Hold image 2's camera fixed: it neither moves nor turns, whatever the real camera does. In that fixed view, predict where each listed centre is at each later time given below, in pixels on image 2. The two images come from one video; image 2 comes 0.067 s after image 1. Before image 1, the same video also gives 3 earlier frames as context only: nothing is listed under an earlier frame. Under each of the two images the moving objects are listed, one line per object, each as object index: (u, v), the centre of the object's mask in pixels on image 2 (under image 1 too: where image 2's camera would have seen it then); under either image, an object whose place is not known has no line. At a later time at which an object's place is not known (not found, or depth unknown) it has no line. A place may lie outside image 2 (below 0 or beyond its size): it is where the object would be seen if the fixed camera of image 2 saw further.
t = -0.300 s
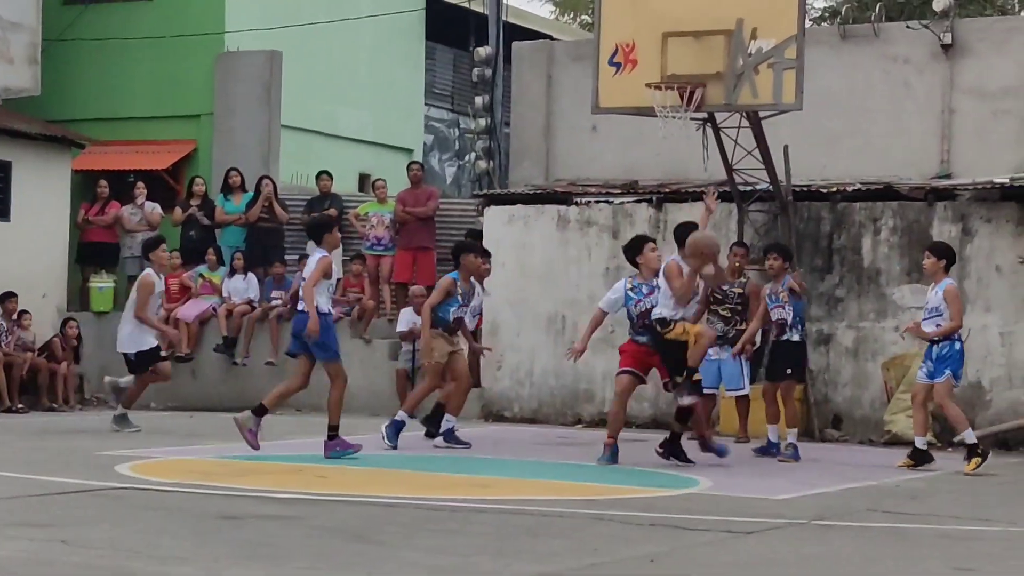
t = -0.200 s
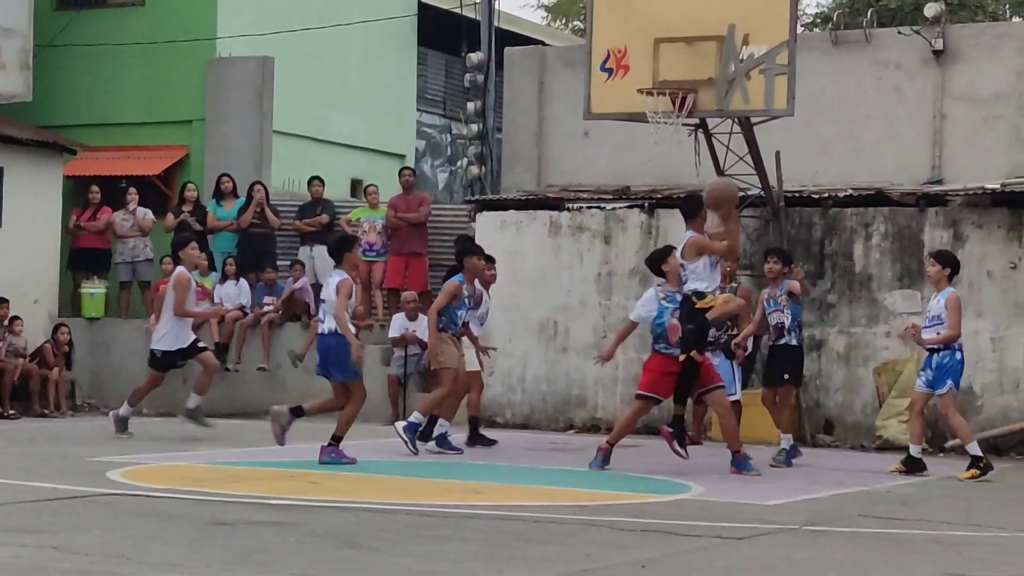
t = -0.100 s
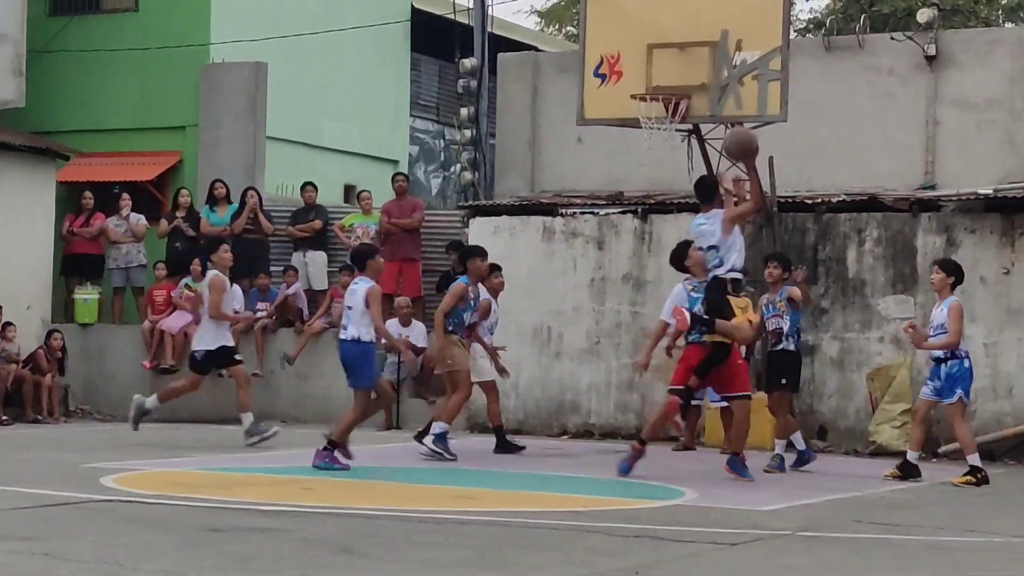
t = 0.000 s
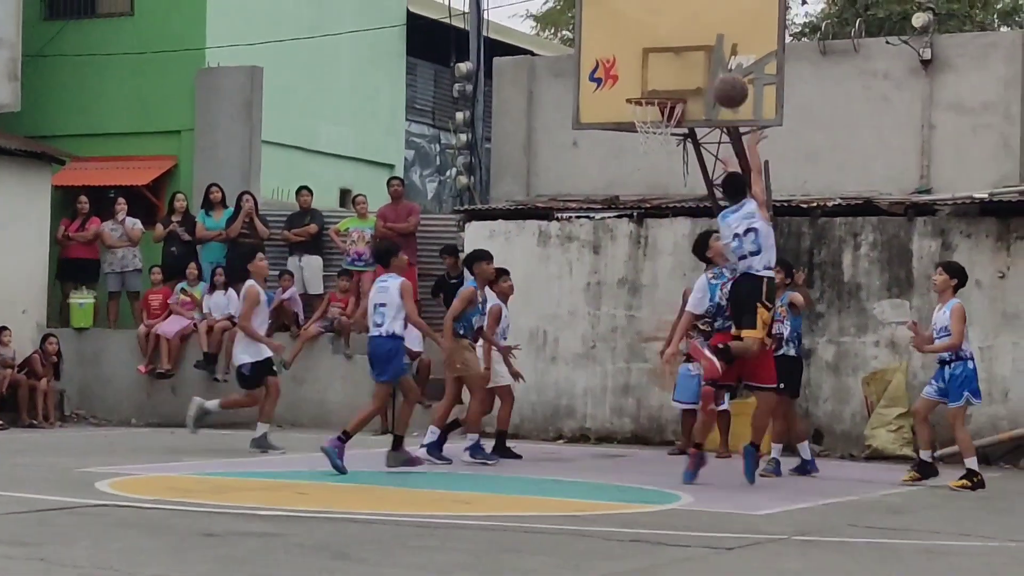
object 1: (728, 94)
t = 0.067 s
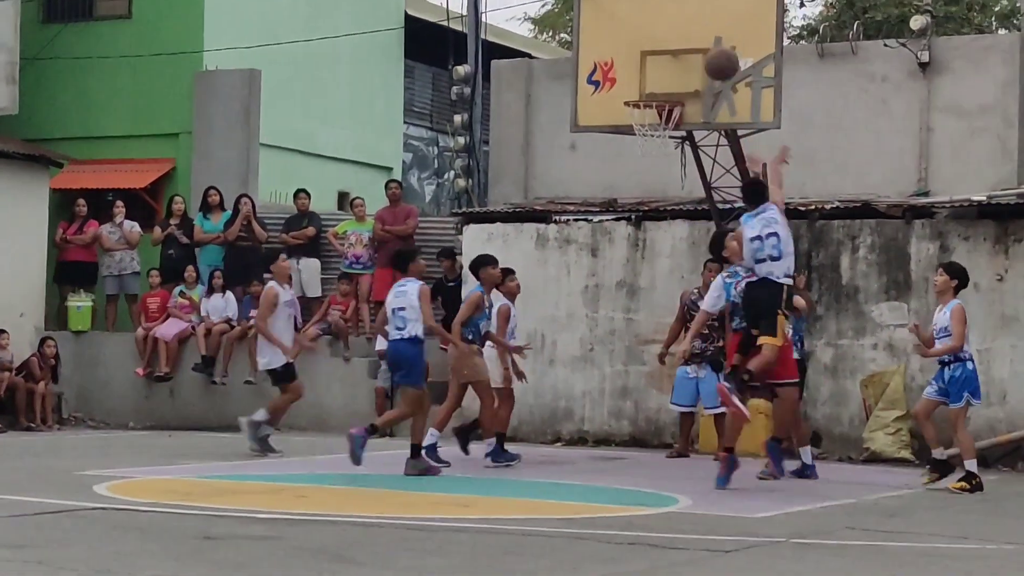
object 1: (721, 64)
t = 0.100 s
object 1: (718, 52)
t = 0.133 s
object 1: (714, 41)
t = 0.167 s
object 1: (711, 32)
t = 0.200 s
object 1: (707, 25)
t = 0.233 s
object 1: (704, 19)
